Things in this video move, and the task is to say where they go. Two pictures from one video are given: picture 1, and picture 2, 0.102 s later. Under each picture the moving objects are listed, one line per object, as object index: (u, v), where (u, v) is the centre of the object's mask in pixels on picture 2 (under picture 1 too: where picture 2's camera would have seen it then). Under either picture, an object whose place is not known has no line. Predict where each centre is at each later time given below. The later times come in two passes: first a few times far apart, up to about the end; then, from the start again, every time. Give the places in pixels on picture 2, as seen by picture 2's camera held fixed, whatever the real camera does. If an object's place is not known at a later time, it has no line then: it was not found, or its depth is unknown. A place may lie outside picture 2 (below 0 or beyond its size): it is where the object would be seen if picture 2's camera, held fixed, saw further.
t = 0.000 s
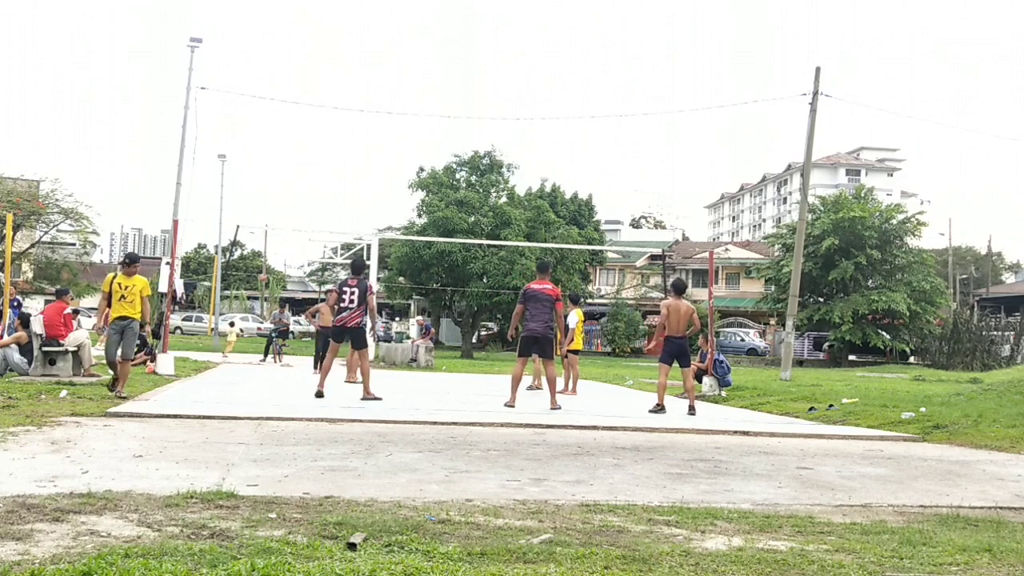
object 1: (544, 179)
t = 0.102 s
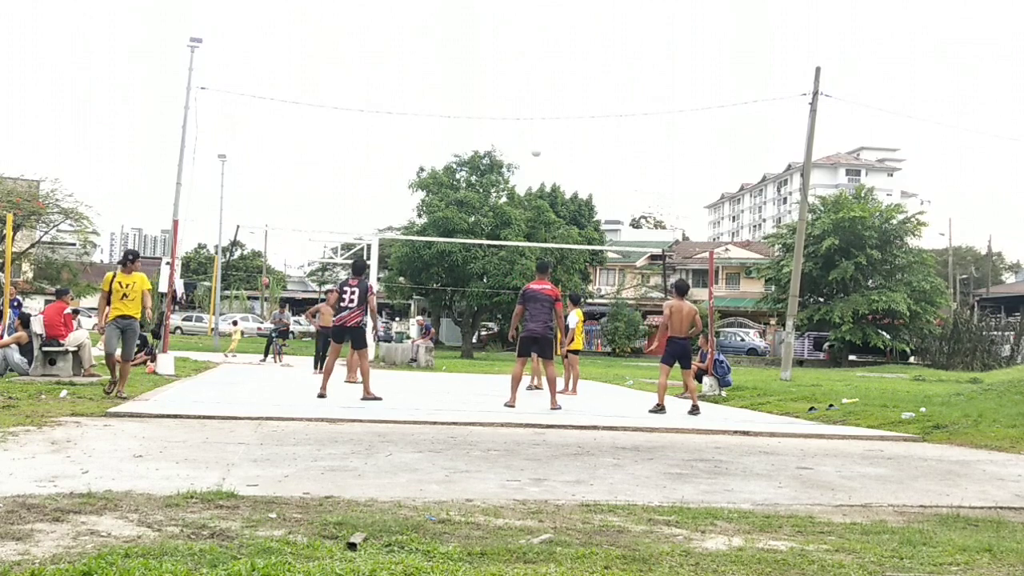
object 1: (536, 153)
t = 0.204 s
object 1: (526, 131)
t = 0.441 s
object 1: (502, 98)
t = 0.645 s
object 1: (478, 94)
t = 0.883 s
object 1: (442, 127)
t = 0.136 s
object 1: (532, 145)
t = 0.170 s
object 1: (529, 138)
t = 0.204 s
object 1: (526, 131)
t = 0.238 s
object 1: (522, 124)
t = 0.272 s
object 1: (519, 119)
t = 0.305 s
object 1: (516, 114)
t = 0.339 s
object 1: (513, 109)
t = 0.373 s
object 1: (509, 105)
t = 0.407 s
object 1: (506, 101)
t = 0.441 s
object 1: (502, 98)
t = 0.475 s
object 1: (499, 95)
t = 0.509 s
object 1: (495, 94)
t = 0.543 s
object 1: (491, 93)
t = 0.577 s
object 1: (486, 92)
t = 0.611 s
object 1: (482, 93)
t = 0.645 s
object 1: (478, 94)
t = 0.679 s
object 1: (473, 96)
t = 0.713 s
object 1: (468, 99)
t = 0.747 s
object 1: (463, 103)
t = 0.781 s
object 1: (458, 108)
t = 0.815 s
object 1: (452, 113)
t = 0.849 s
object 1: (448, 120)
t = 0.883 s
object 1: (442, 127)
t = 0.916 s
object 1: (437, 135)
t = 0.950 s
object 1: (432, 144)
